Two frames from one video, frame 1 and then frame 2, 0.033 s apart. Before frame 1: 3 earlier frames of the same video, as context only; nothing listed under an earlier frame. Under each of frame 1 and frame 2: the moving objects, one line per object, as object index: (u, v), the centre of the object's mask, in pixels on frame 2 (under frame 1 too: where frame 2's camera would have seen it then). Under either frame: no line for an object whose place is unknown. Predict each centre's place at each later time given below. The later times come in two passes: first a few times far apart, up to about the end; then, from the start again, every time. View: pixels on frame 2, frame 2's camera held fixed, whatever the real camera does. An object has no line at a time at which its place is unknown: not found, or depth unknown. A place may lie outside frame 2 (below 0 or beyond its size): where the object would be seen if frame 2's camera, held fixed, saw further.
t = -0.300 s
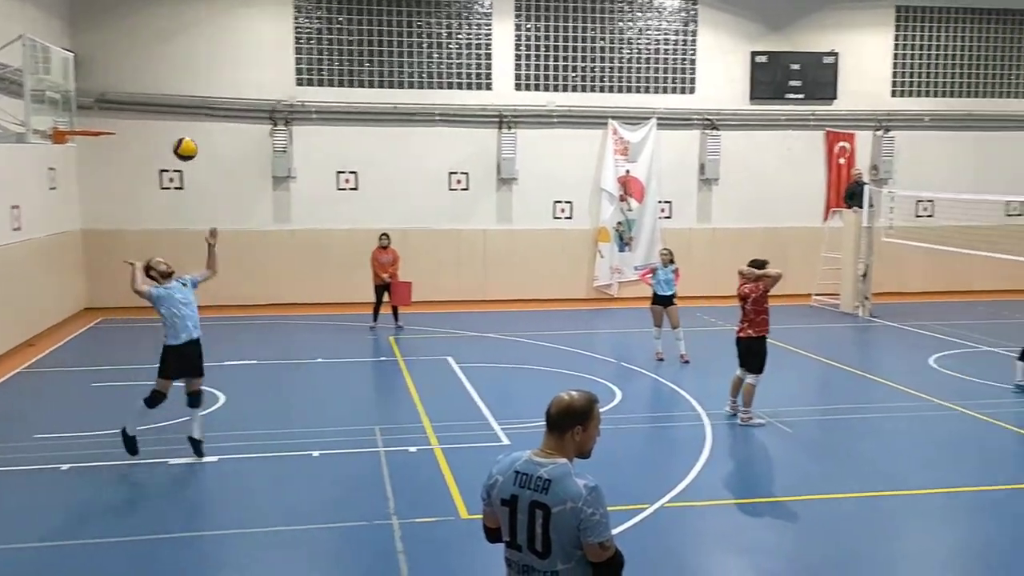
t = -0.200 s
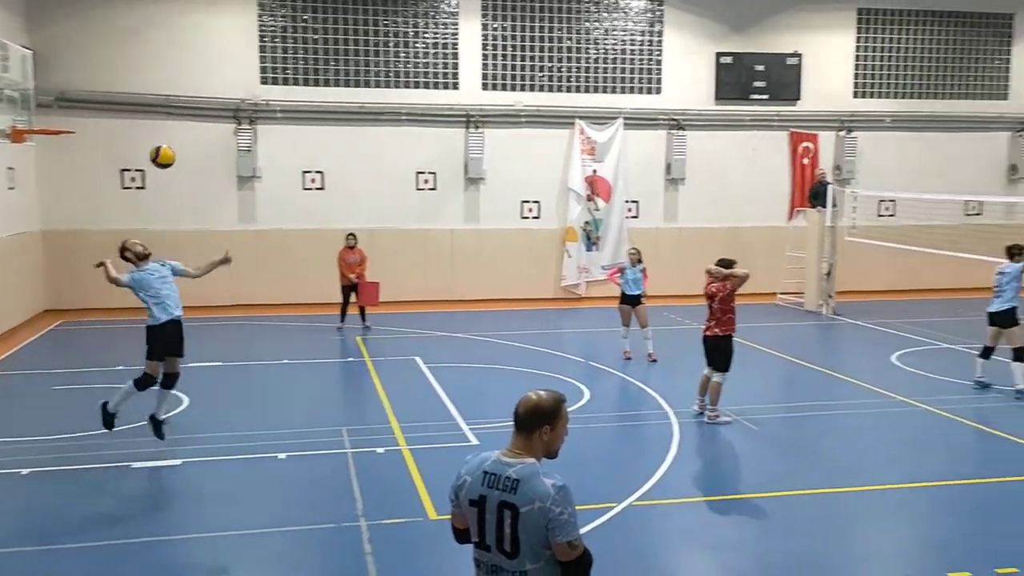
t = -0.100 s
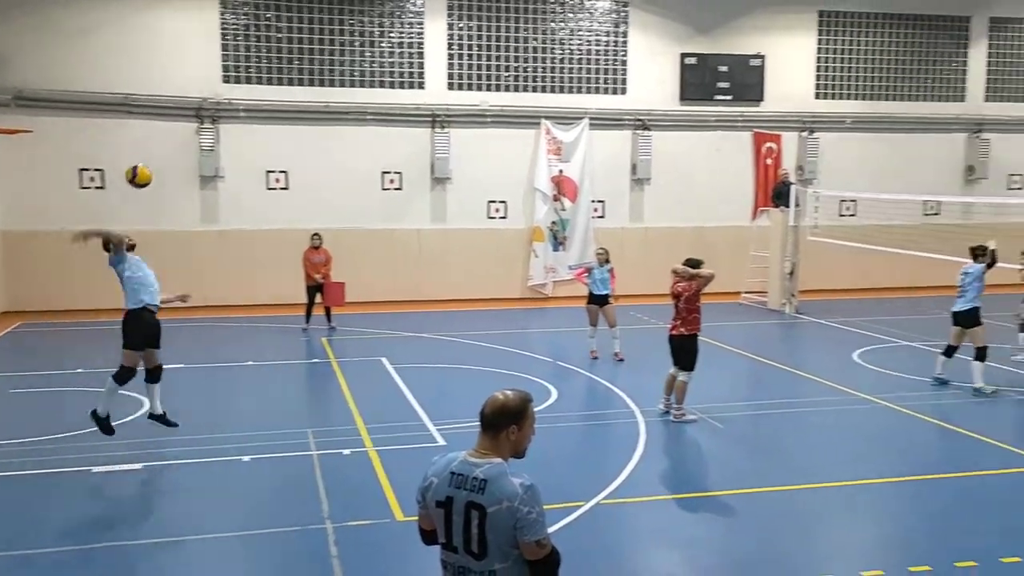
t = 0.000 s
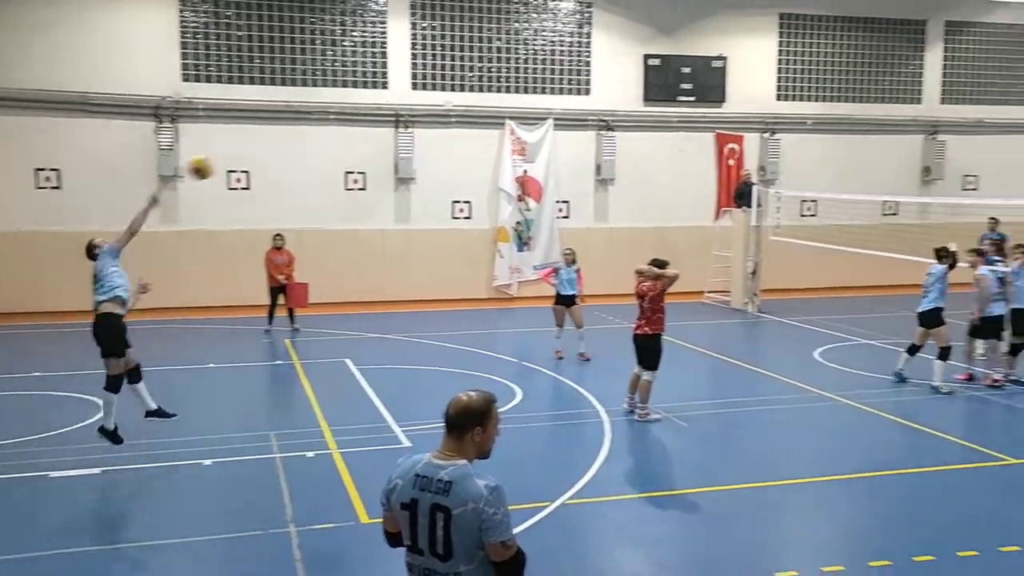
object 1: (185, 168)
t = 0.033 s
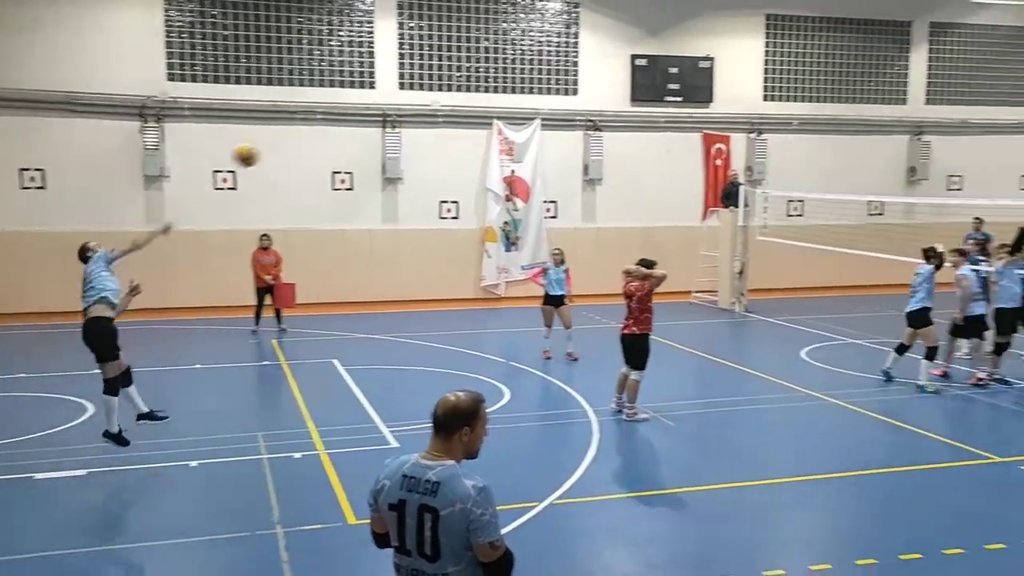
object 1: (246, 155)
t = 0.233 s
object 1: (536, 112)
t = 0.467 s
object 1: (776, 112)
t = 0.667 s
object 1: (925, 144)
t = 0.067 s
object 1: (301, 145)
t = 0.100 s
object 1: (354, 134)
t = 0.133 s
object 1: (403, 126)
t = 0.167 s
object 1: (450, 121)
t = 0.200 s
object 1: (493, 116)
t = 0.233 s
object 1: (536, 112)
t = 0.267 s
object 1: (576, 109)
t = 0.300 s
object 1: (614, 107)
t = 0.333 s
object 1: (649, 106)
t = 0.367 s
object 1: (683, 106)
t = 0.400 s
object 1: (715, 108)
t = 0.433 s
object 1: (746, 110)
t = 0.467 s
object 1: (776, 112)
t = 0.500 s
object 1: (804, 116)
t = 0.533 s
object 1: (831, 121)
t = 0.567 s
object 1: (856, 126)
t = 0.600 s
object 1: (882, 131)
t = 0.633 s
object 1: (904, 137)
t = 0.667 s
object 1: (925, 144)
